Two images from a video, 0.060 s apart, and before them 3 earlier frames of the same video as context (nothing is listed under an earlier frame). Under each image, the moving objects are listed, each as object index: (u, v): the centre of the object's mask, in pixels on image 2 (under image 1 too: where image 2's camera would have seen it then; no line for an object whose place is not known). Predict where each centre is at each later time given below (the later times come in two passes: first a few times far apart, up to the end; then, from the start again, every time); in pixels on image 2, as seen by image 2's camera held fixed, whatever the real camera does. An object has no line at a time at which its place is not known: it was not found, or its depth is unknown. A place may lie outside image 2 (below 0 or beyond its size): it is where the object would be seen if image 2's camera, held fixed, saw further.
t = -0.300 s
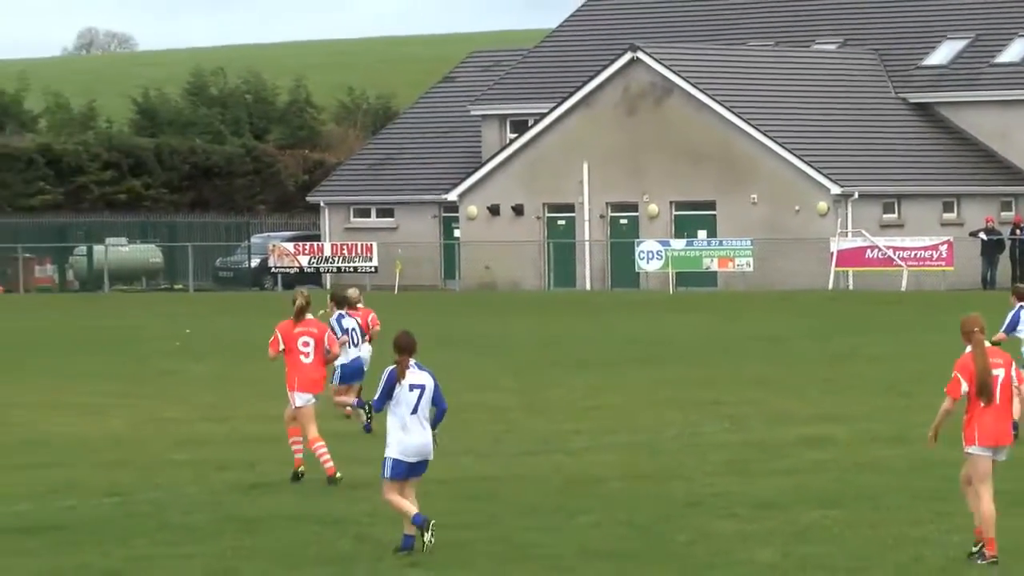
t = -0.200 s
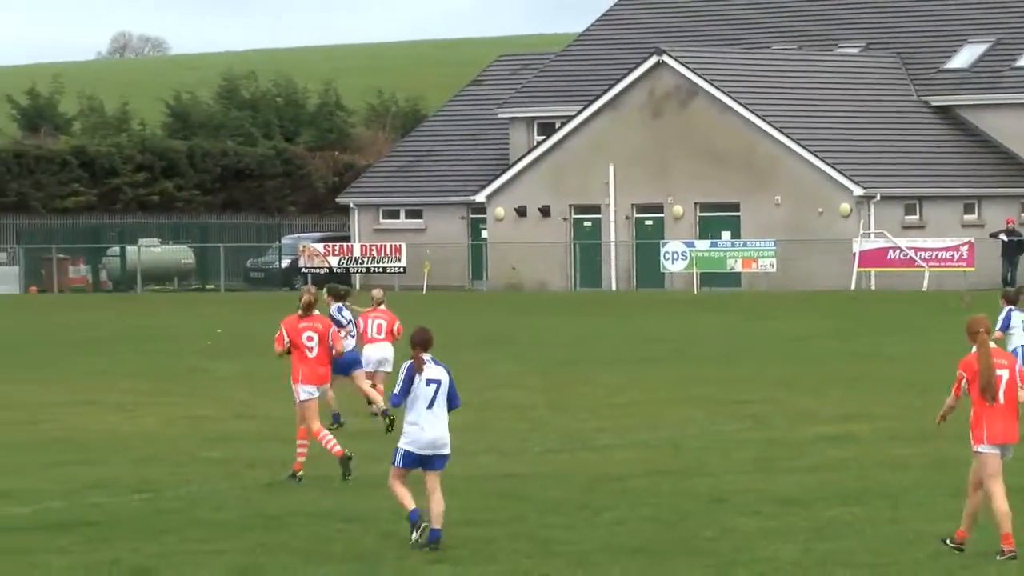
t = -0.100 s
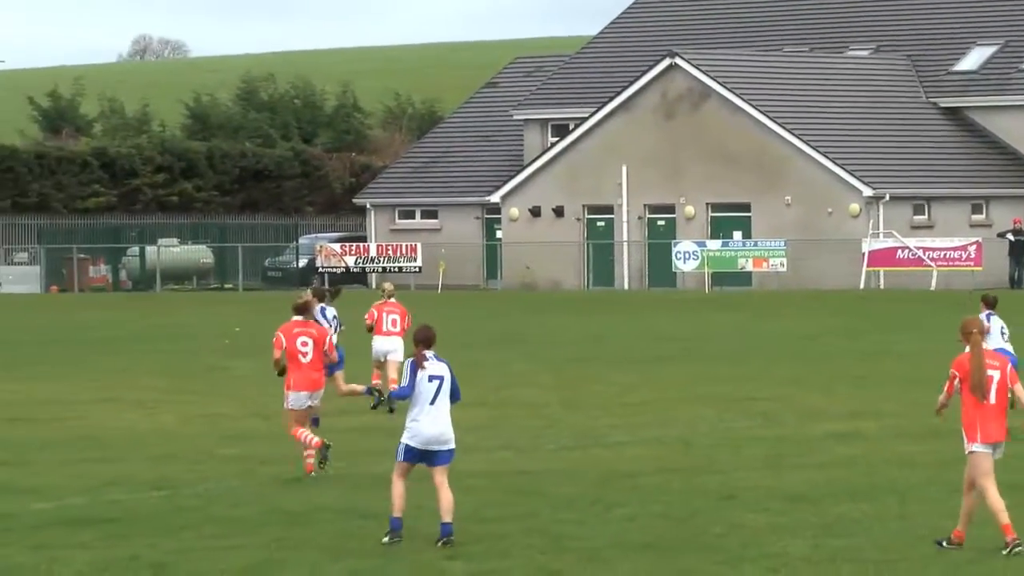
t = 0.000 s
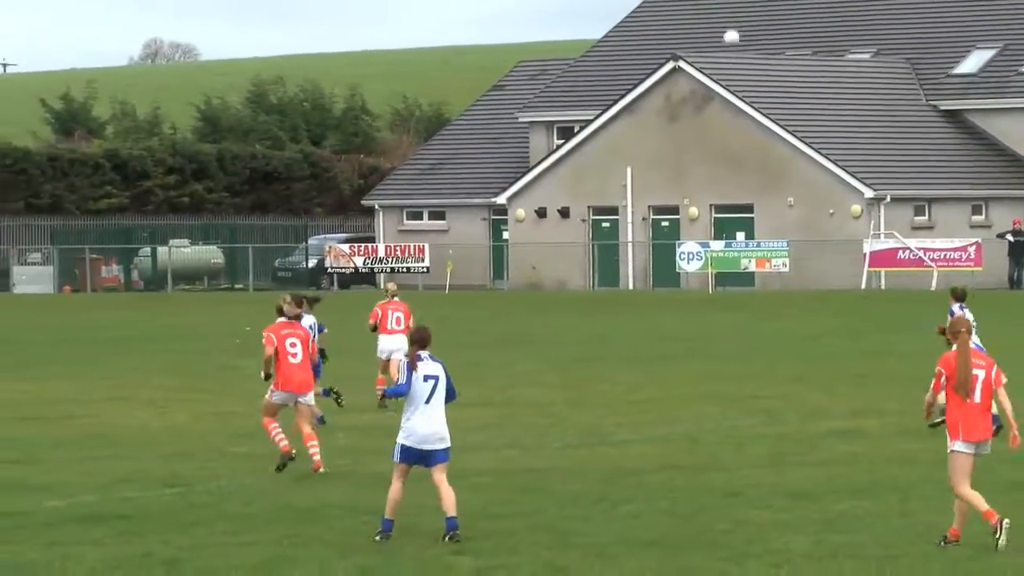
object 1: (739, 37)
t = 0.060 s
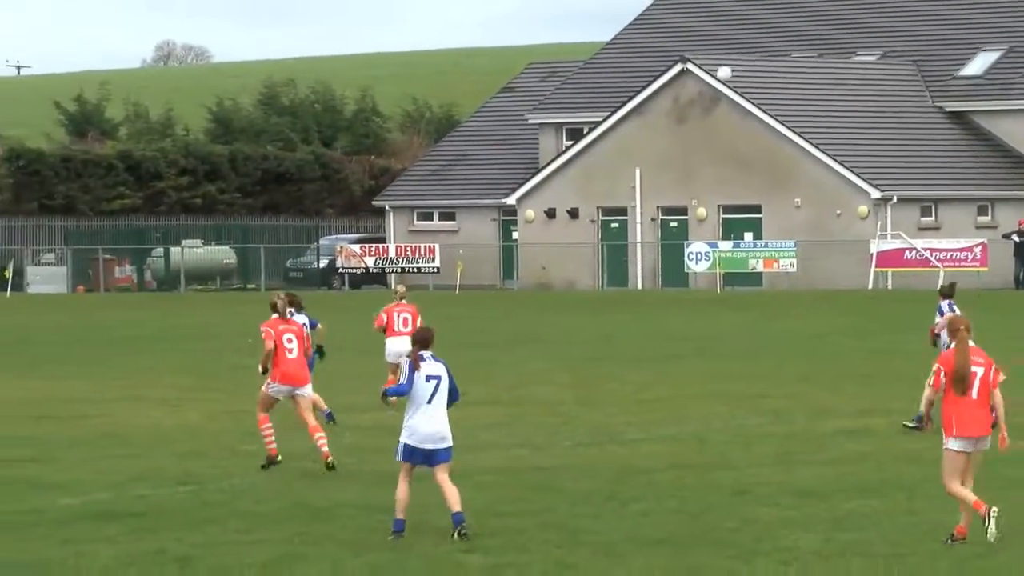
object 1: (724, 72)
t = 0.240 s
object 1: (683, 189)
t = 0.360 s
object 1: (661, 277)
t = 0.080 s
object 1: (720, 85)
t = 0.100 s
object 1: (715, 96)
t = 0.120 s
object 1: (710, 109)
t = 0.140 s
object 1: (705, 121)
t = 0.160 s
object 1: (700, 135)
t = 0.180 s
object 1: (696, 148)
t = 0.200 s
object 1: (692, 162)
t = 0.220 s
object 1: (687, 175)
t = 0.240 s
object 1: (683, 189)
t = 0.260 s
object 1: (679, 203)
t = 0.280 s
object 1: (676, 217)
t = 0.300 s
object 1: (671, 231)
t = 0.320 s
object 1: (668, 247)
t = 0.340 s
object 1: (664, 261)
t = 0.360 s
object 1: (661, 277)
